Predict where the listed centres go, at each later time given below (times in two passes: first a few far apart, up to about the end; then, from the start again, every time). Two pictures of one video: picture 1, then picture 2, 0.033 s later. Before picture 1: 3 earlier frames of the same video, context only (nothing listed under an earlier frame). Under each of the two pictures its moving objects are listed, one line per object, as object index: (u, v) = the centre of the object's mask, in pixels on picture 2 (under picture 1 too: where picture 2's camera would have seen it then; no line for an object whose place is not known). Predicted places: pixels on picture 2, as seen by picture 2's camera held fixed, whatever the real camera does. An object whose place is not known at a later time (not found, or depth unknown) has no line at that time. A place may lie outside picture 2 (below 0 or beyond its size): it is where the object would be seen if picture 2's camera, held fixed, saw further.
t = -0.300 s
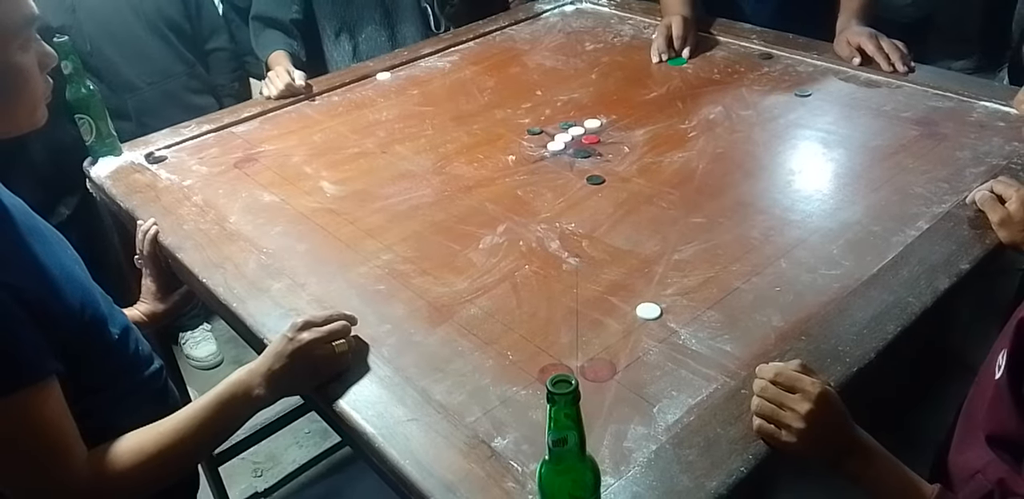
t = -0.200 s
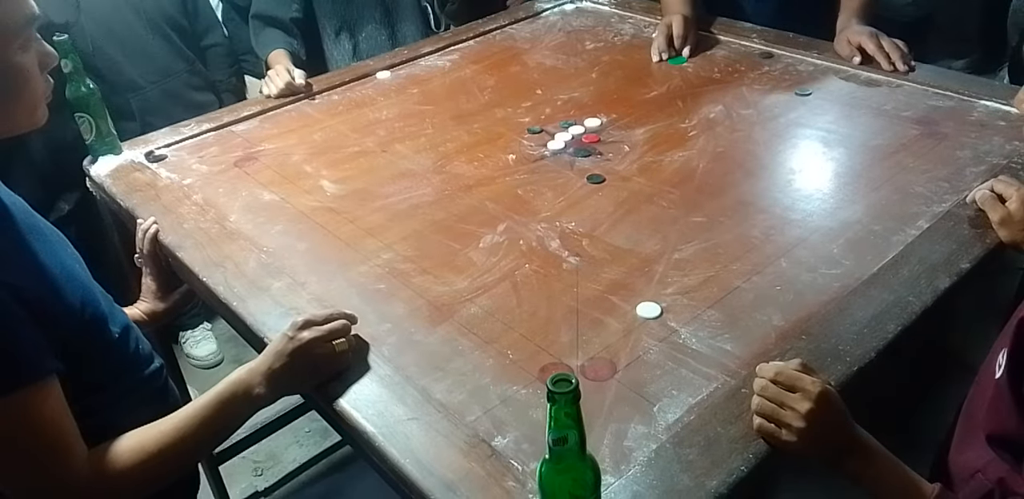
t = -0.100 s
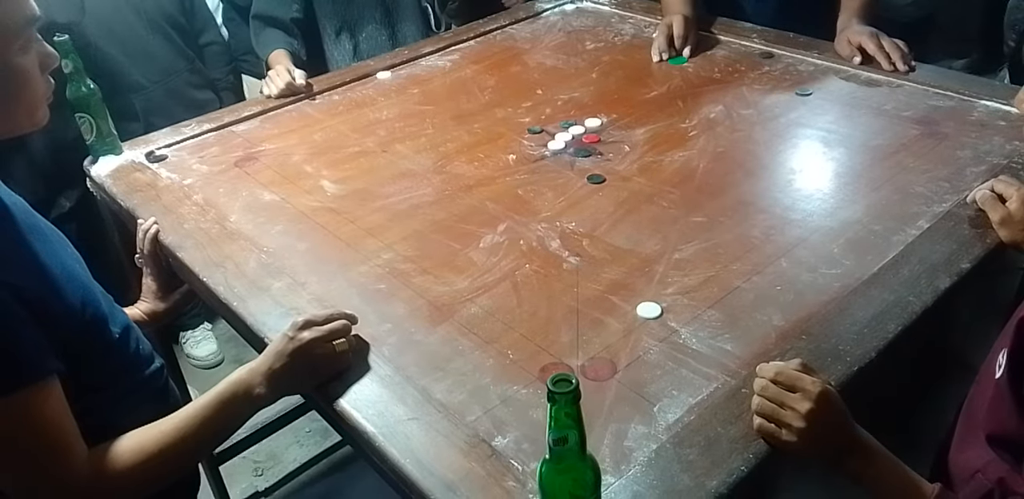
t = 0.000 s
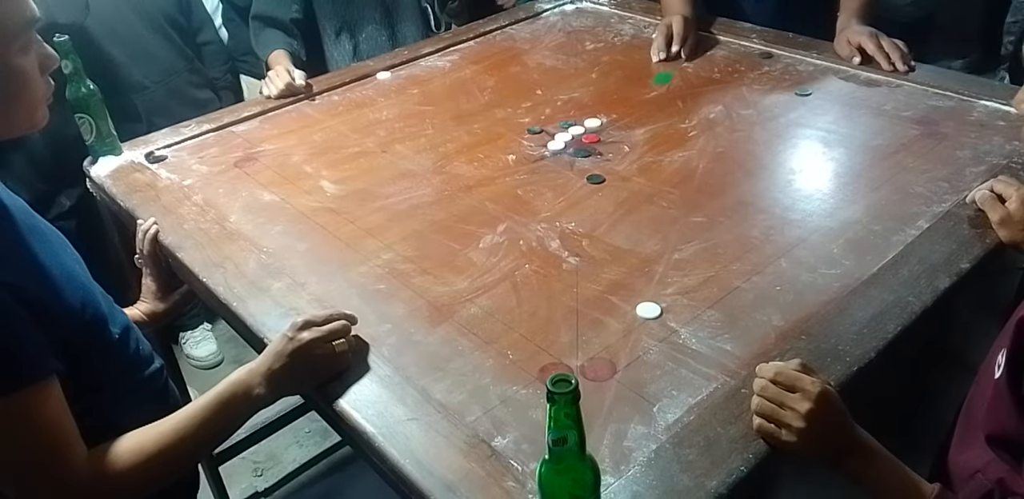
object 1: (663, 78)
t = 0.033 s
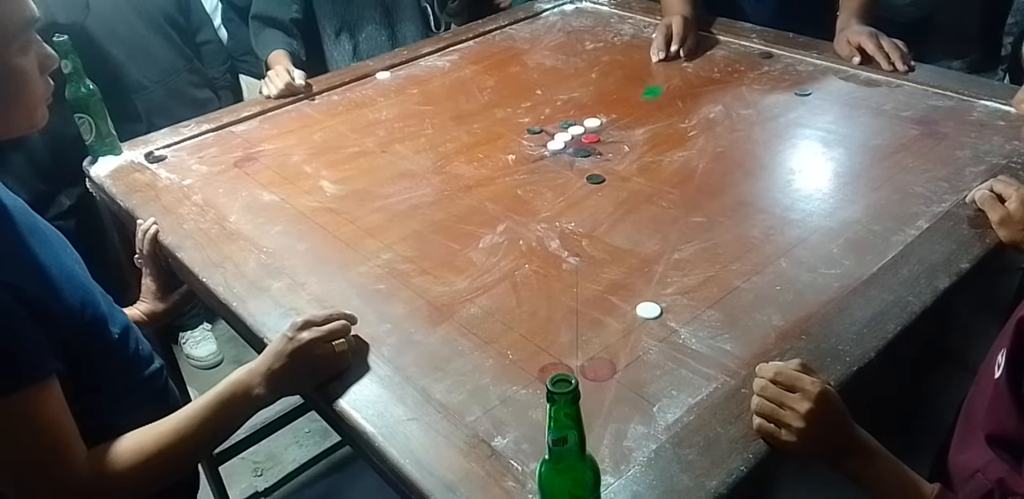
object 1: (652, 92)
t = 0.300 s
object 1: (561, 185)
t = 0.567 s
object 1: (506, 211)
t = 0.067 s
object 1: (641, 106)
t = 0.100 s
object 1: (630, 121)
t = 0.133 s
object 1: (618, 136)
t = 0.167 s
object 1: (607, 150)
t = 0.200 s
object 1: (594, 167)
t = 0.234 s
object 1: (582, 174)
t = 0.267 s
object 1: (571, 180)
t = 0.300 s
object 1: (561, 185)
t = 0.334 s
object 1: (551, 190)
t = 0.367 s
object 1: (541, 194)
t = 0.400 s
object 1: (533, 197)
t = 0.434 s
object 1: (526, 201)
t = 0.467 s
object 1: (519, 204)
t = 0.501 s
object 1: (514, 207)
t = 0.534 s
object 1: (509, 209)
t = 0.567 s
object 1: (506, 211)
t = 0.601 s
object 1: (503, 212)
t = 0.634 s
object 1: (501, 213)
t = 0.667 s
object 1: (500, 213)
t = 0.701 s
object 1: (500, 213)
